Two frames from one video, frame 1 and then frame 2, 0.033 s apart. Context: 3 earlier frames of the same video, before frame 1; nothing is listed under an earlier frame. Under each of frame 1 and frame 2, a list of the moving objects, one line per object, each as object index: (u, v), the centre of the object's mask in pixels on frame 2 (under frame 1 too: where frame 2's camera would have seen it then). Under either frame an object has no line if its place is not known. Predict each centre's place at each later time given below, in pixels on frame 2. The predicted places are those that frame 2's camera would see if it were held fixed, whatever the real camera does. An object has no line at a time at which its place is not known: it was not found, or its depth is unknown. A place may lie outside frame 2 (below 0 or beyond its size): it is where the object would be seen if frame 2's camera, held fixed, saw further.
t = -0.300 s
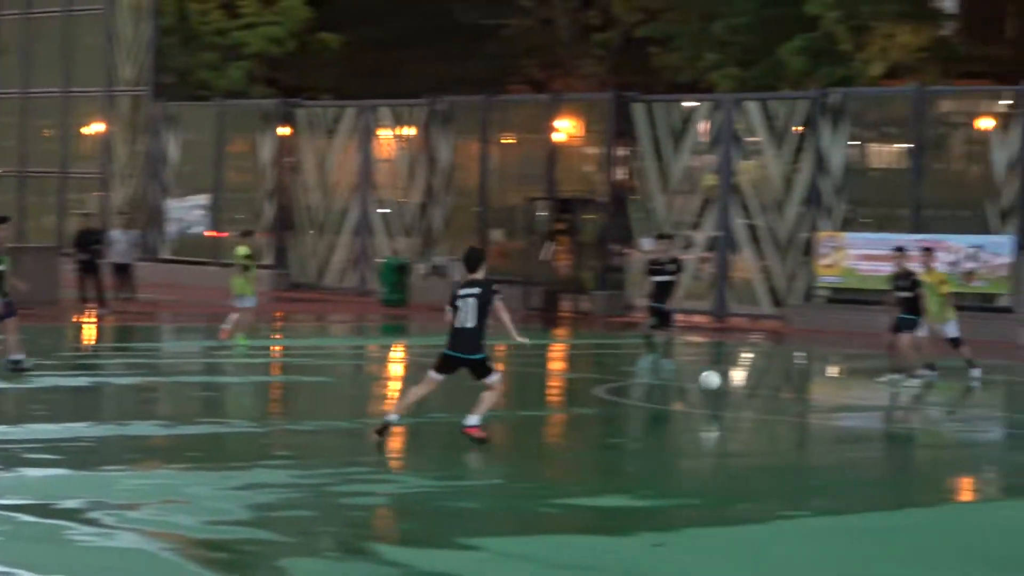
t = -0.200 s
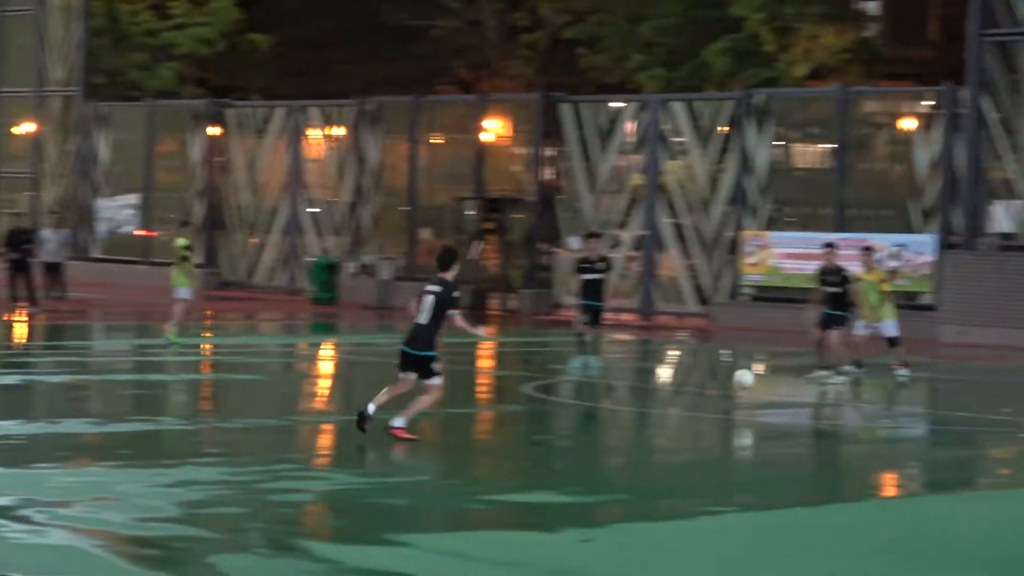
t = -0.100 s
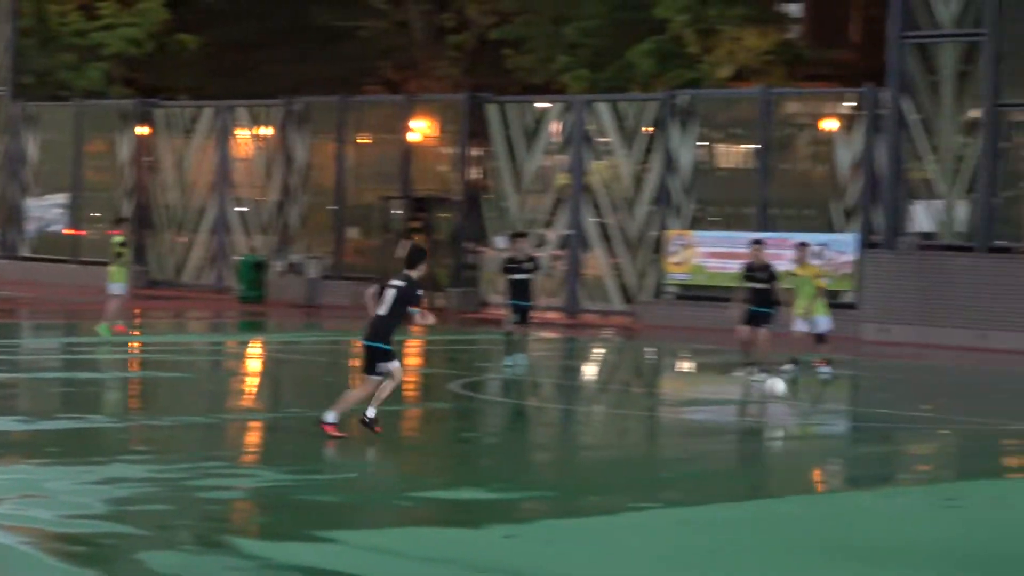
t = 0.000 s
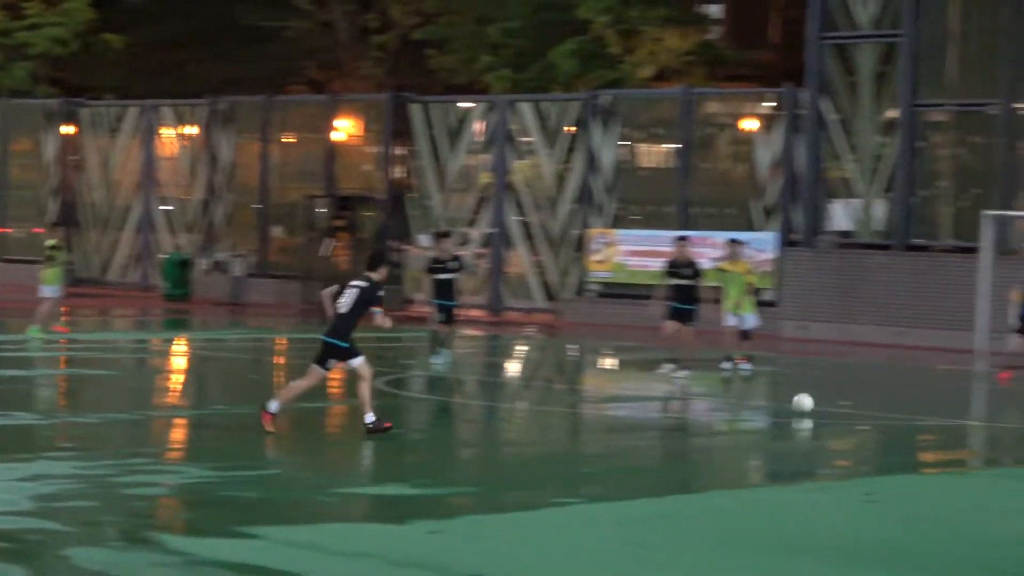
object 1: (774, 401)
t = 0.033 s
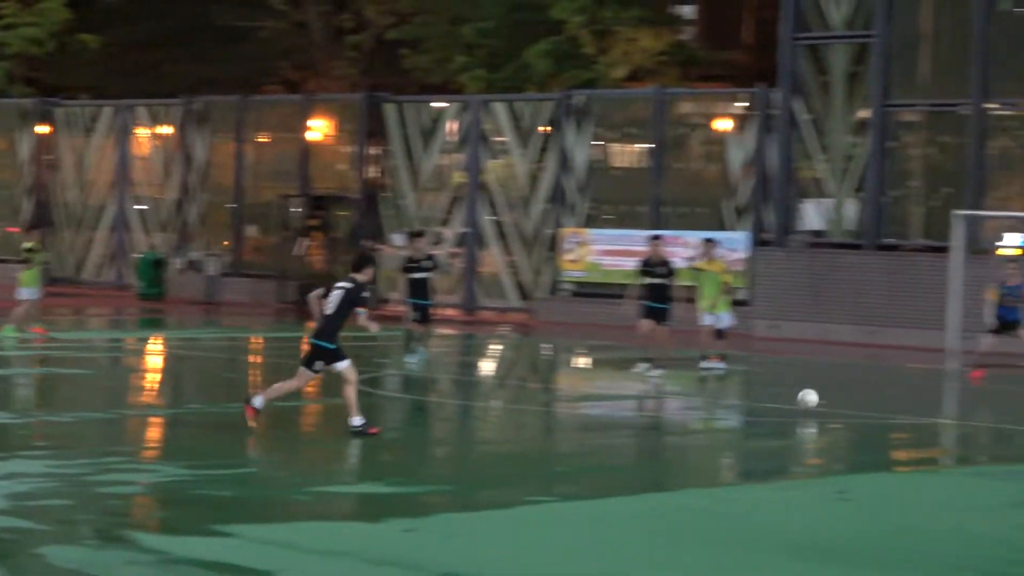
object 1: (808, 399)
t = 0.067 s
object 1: (841, 396)
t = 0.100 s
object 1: (875, 395)
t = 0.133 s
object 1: (909, 395)
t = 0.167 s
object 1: (942, 397)
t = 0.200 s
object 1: (977, 399)
